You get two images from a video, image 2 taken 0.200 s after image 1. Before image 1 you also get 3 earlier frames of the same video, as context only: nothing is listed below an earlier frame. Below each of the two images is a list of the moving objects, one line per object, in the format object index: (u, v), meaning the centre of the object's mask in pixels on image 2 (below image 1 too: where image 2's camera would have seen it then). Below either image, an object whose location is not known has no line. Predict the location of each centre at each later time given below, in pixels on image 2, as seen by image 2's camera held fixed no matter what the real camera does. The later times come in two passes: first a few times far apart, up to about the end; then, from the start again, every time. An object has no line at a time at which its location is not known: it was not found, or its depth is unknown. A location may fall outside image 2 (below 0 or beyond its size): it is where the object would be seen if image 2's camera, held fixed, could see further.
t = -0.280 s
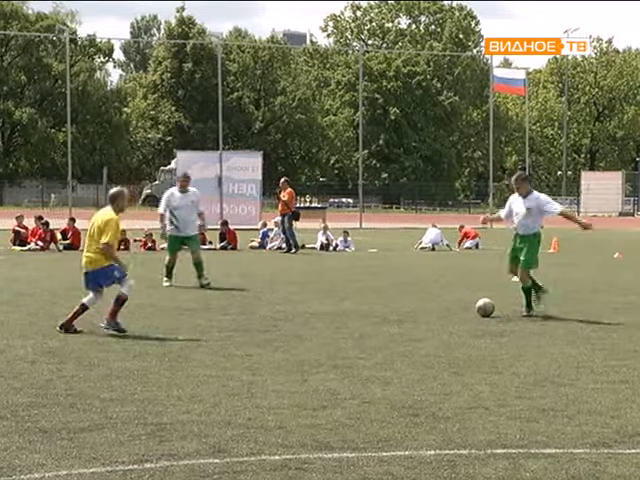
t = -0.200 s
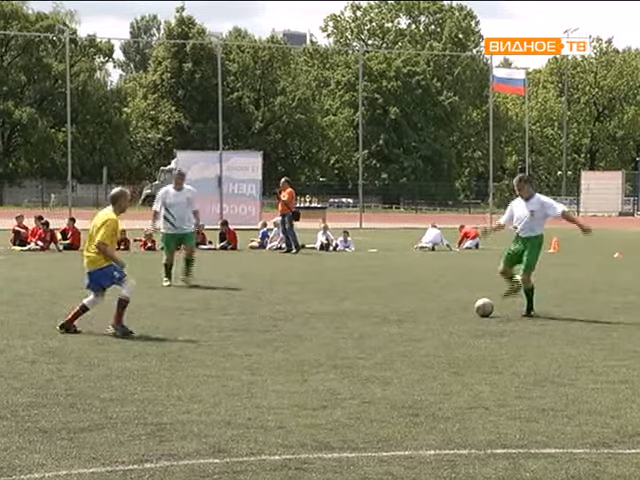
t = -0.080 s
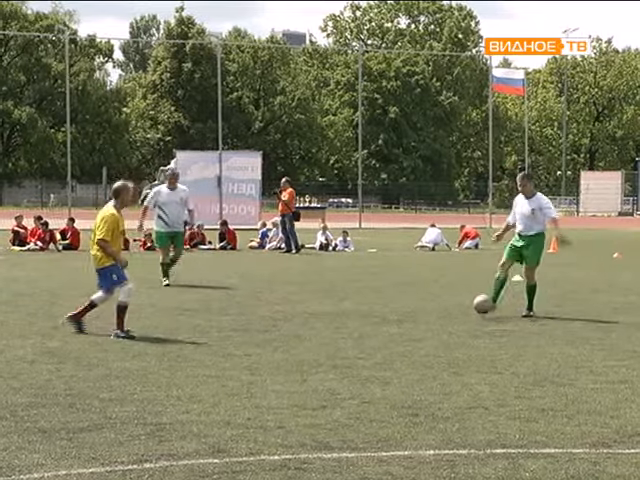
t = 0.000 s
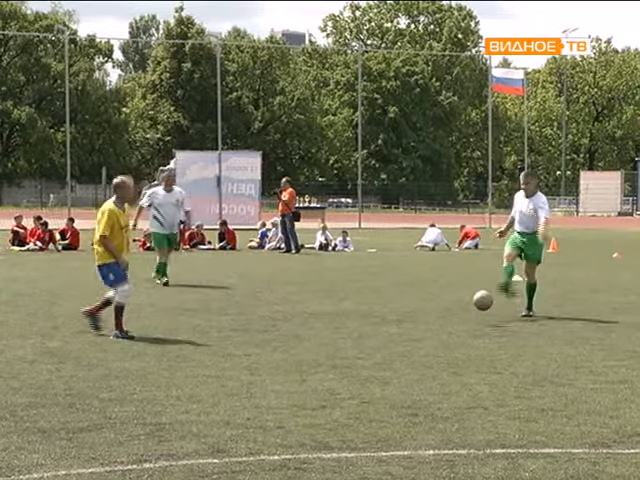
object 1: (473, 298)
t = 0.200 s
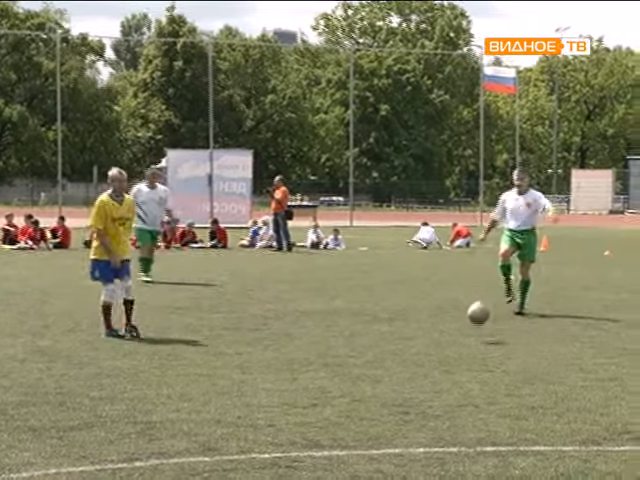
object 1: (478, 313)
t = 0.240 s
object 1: (479, 321)
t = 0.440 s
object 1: (491, 332)
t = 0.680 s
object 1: (514, 369)
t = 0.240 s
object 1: (479, 321)
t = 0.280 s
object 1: (481, 332)
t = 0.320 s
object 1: (483, 341)
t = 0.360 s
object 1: (486, 338)
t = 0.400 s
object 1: (488, 333)
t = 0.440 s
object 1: (491, 332)
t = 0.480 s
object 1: (496, 333)
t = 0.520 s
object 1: (499, 336)
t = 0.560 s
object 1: (502, 340)
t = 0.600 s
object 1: (506, 347)
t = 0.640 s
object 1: (510, 356)
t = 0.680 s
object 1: (514, 369)
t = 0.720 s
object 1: (518, 381)
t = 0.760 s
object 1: (522, 377)
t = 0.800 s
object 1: (526, 372)
